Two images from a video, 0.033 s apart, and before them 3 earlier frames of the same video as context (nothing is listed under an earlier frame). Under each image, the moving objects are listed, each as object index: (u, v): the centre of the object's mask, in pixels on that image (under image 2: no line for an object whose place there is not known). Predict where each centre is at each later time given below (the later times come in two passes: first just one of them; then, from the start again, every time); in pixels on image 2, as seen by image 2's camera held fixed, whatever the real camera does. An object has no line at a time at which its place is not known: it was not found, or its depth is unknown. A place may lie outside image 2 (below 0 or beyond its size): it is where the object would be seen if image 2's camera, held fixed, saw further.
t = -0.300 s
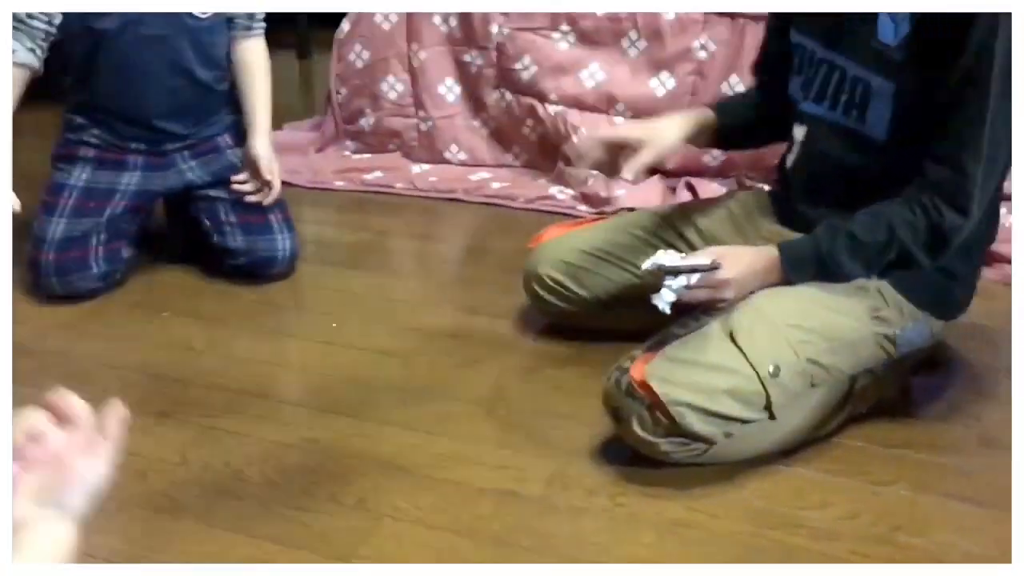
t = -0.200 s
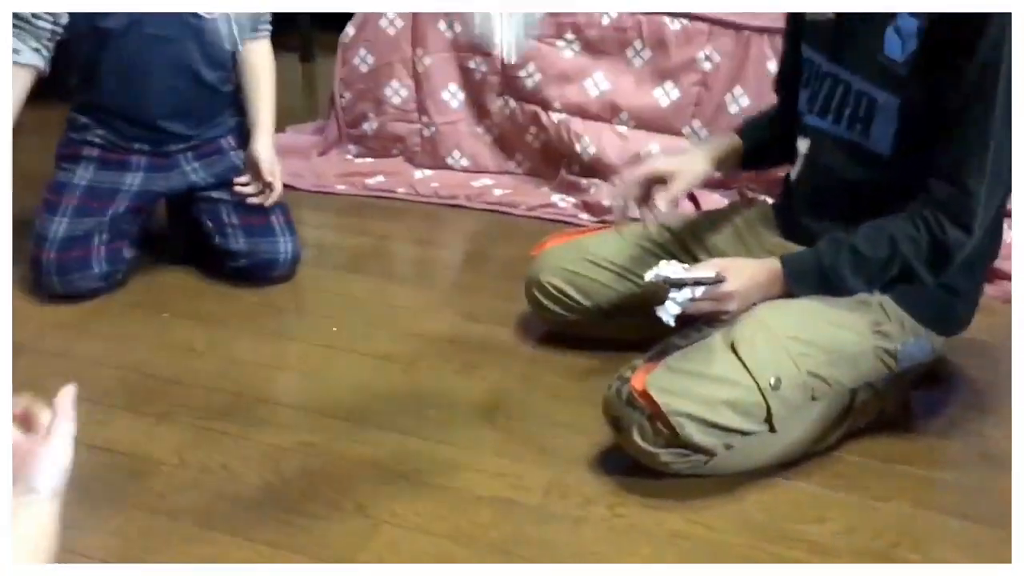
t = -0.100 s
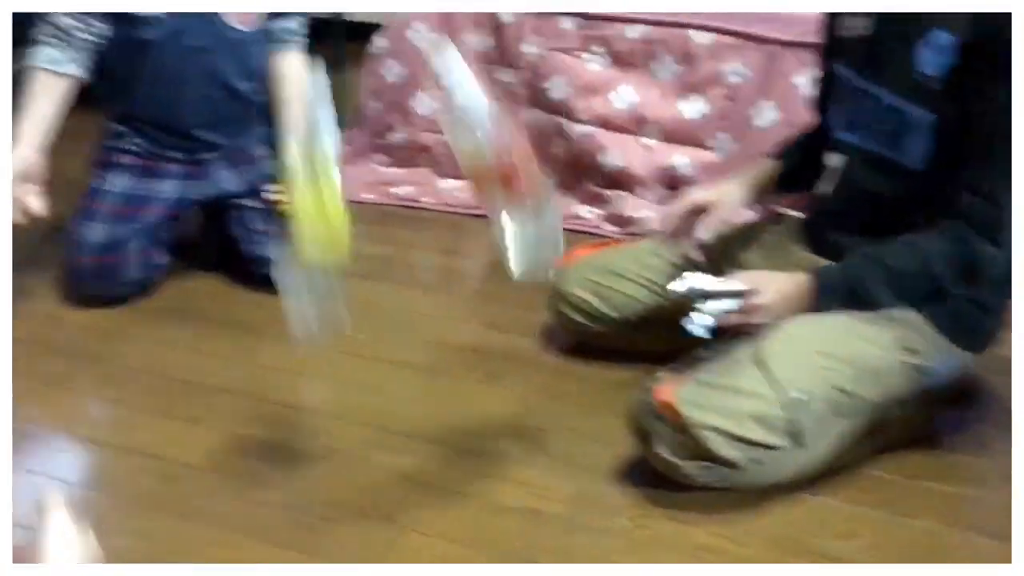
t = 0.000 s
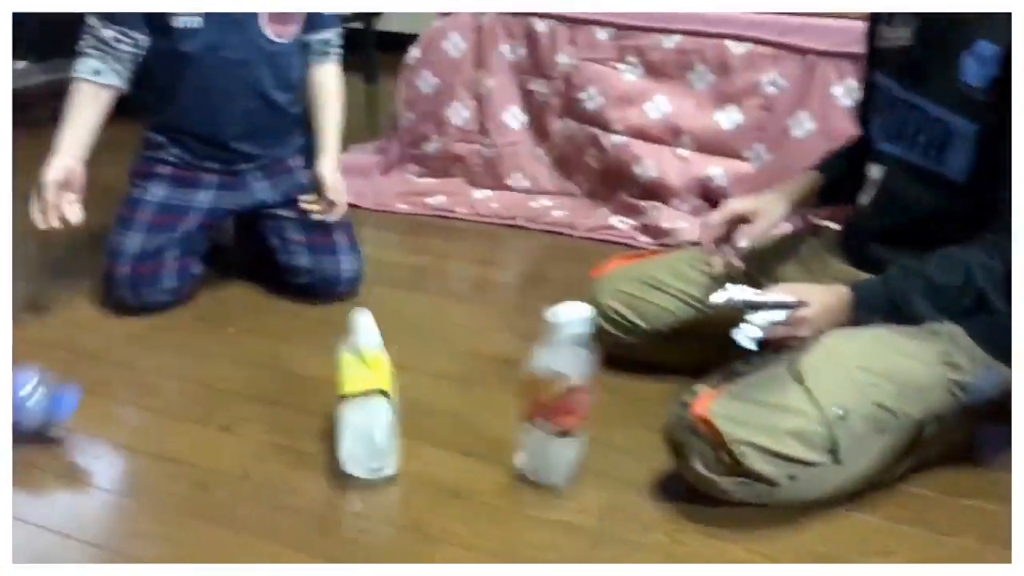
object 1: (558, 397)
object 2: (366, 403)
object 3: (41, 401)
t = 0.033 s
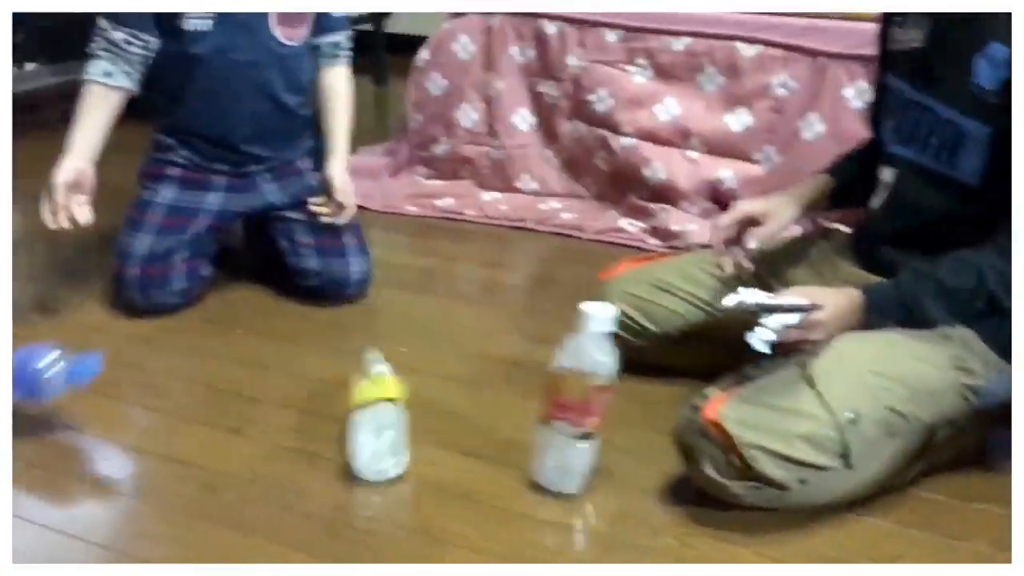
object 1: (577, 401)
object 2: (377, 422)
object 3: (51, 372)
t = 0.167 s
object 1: (603, 405)
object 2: (401, 410)
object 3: (50, 363)
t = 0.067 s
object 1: (586, 402)
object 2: (387, 416)
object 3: (51, 357)
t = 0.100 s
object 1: (593, 403)
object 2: (392, 412)
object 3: (49, 352)
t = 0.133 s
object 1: (599, 404)
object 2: (397, 410)
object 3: (48, 356)
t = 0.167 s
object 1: (603, 405)
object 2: (401, 410)
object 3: (50, 363)
